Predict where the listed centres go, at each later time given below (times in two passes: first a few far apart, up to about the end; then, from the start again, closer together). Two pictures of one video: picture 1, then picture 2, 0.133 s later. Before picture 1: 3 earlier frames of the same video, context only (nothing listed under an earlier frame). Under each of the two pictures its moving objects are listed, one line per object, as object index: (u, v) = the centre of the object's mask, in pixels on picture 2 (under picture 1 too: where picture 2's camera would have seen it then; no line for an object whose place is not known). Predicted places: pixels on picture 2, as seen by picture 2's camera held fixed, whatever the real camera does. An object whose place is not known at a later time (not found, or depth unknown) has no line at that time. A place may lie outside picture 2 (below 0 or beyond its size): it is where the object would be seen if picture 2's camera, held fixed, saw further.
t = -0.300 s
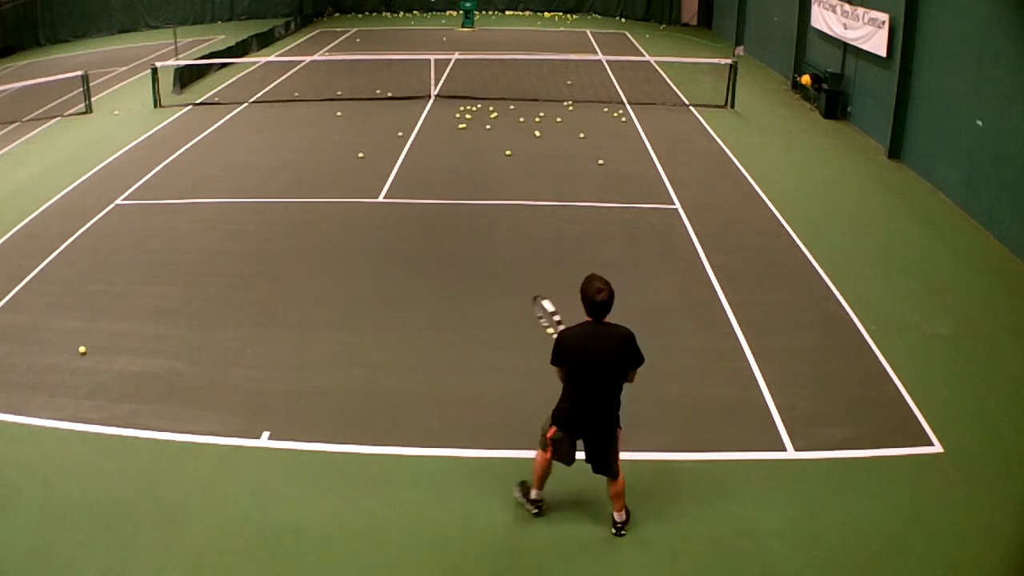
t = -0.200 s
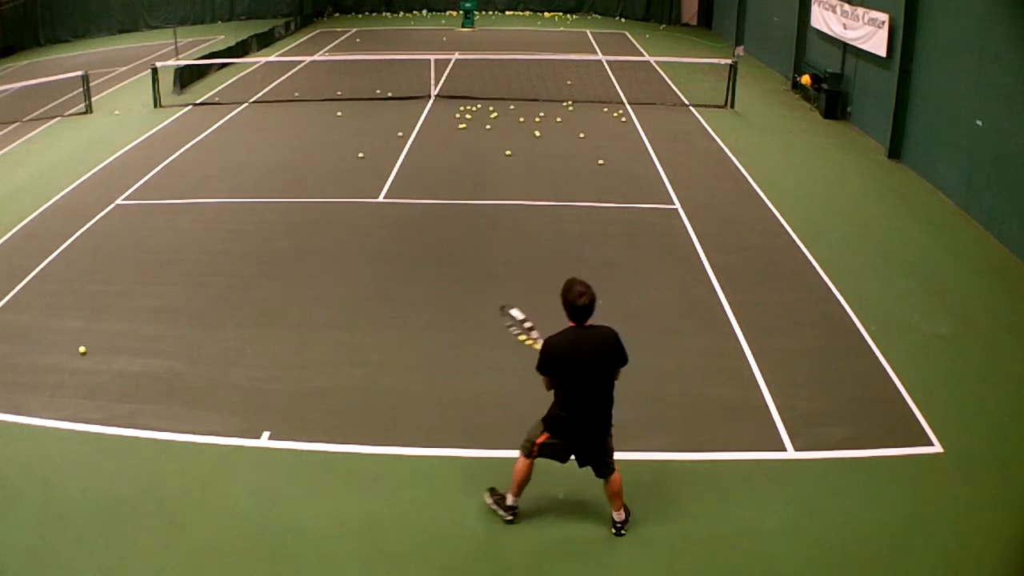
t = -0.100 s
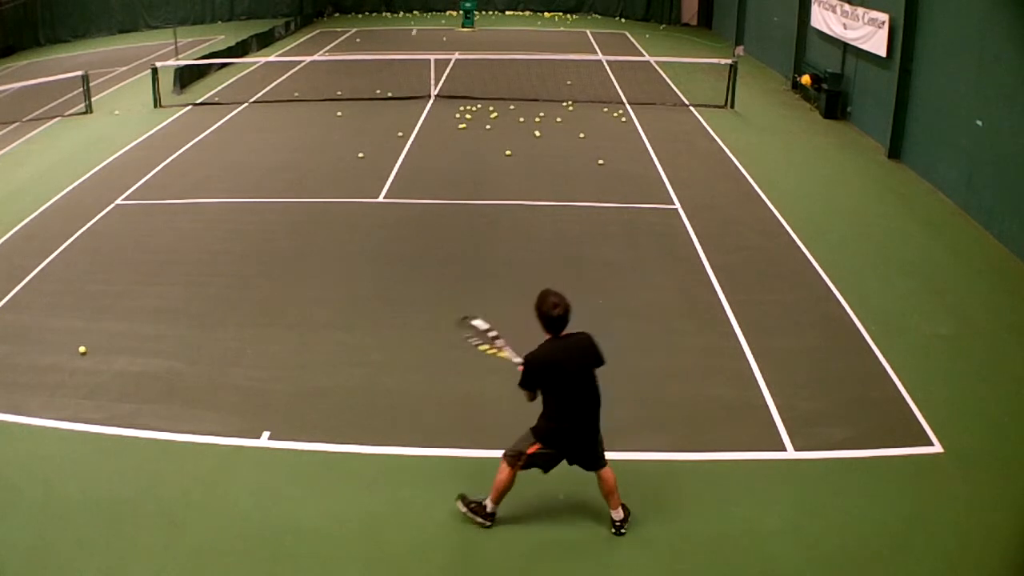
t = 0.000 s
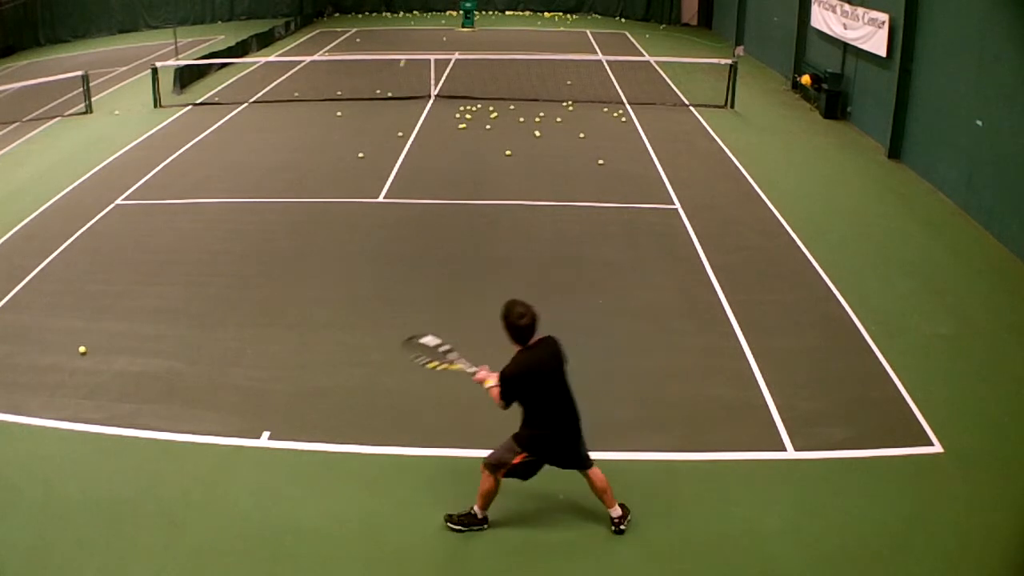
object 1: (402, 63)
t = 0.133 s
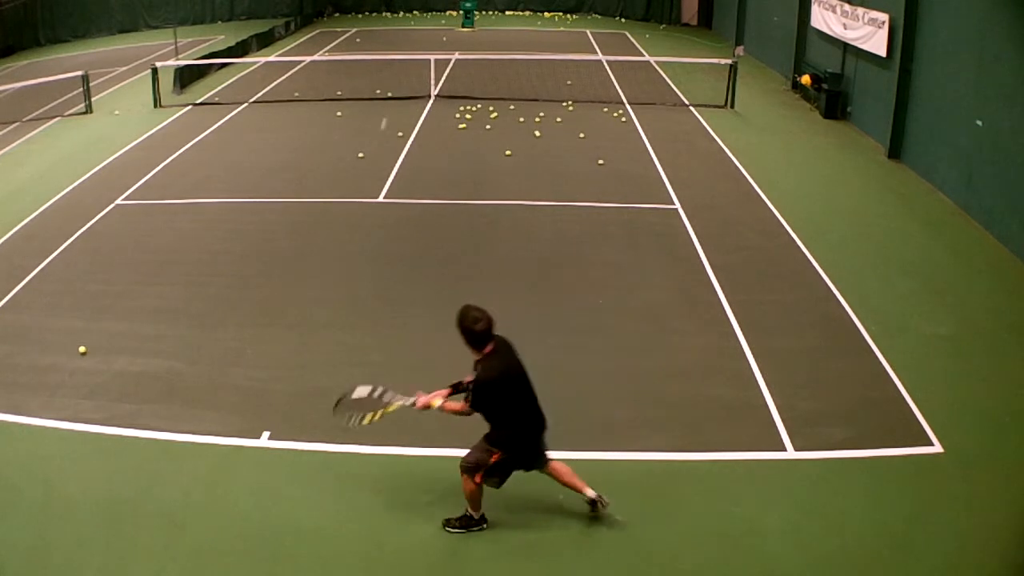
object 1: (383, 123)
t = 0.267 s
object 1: (361, 217)
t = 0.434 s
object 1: (335, 228)
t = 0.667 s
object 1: (293, 248)
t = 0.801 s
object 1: (265, 295)
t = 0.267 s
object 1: (361, 217)
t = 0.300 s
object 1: (355, 240)
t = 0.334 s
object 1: (350, 236)
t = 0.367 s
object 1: (346, 232)
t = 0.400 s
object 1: (340, 230)
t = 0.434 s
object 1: (335, 228)
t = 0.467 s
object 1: (330, 227)
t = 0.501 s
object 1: (324, 227)
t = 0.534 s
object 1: (318, 229)
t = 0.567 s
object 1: (313, 231)
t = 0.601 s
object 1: (307, 236)
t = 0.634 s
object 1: (300, 241)
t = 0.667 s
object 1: (293, 248)
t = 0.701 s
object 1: (287, 257)
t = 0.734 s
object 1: (279, 267)
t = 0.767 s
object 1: (272, 280)
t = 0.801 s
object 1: (265, 295)
